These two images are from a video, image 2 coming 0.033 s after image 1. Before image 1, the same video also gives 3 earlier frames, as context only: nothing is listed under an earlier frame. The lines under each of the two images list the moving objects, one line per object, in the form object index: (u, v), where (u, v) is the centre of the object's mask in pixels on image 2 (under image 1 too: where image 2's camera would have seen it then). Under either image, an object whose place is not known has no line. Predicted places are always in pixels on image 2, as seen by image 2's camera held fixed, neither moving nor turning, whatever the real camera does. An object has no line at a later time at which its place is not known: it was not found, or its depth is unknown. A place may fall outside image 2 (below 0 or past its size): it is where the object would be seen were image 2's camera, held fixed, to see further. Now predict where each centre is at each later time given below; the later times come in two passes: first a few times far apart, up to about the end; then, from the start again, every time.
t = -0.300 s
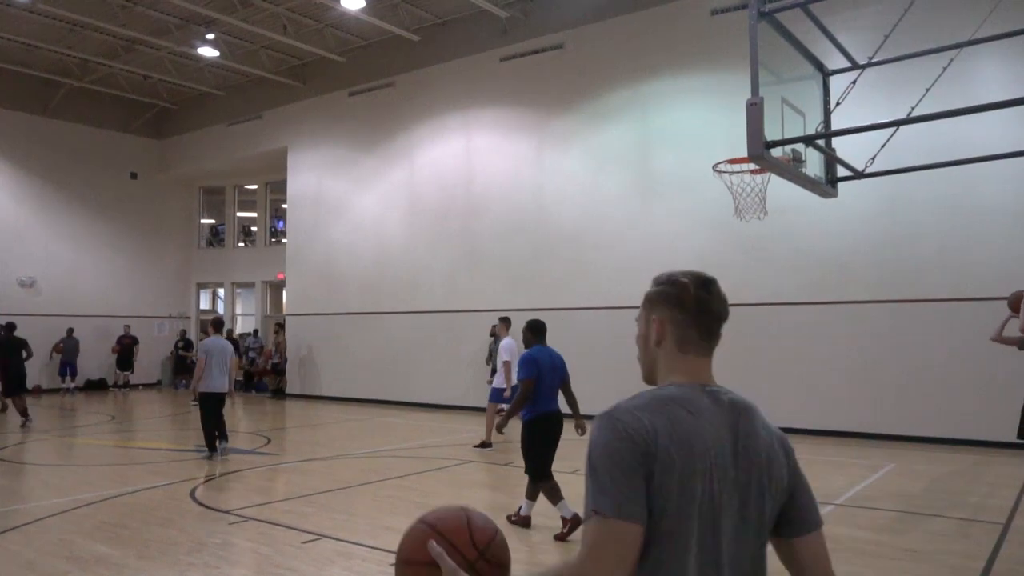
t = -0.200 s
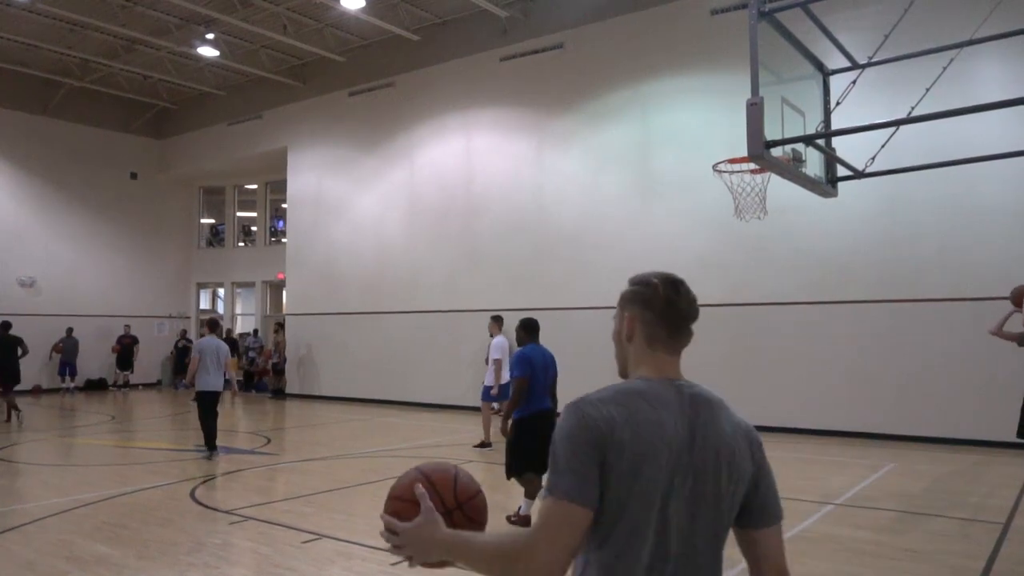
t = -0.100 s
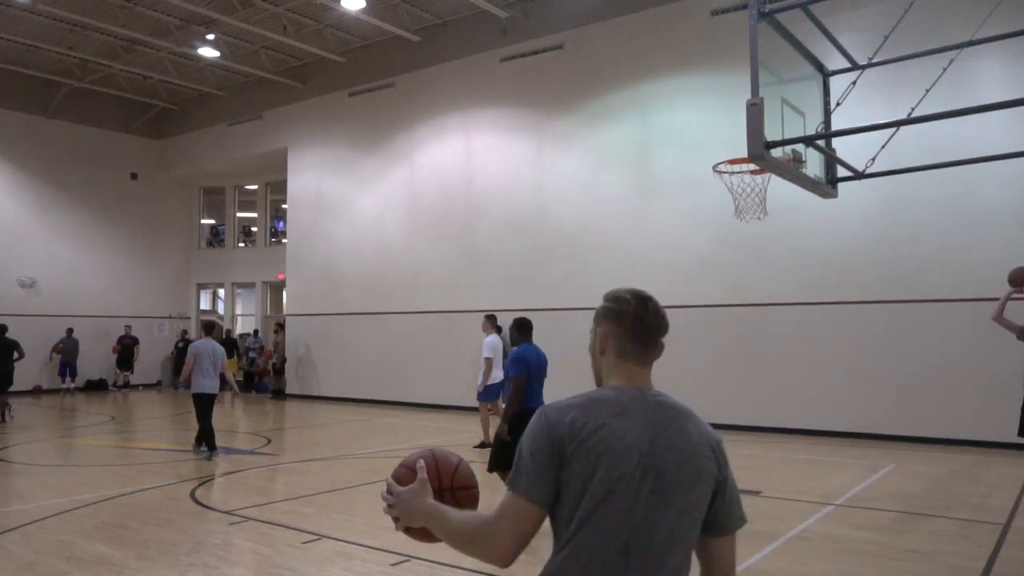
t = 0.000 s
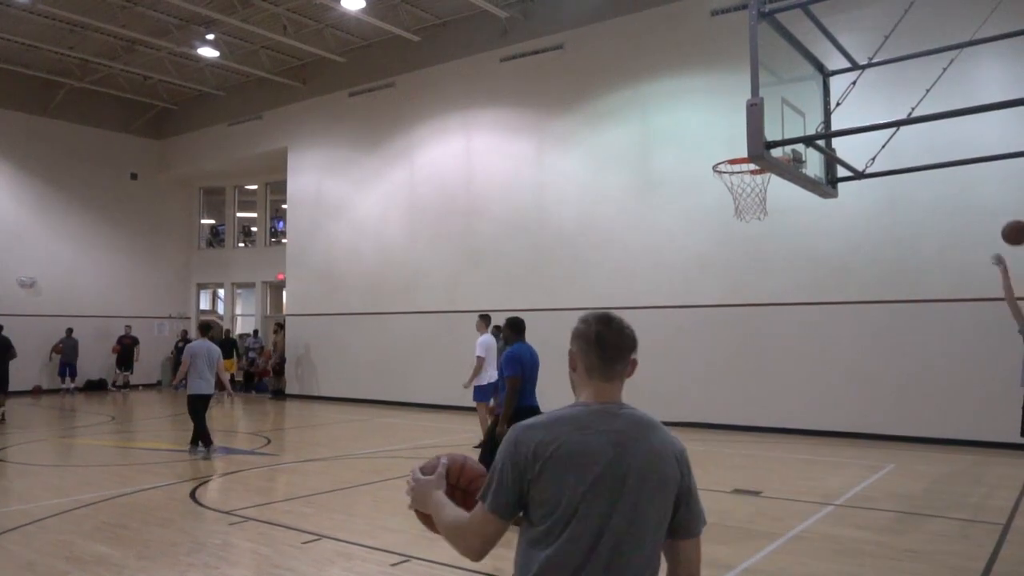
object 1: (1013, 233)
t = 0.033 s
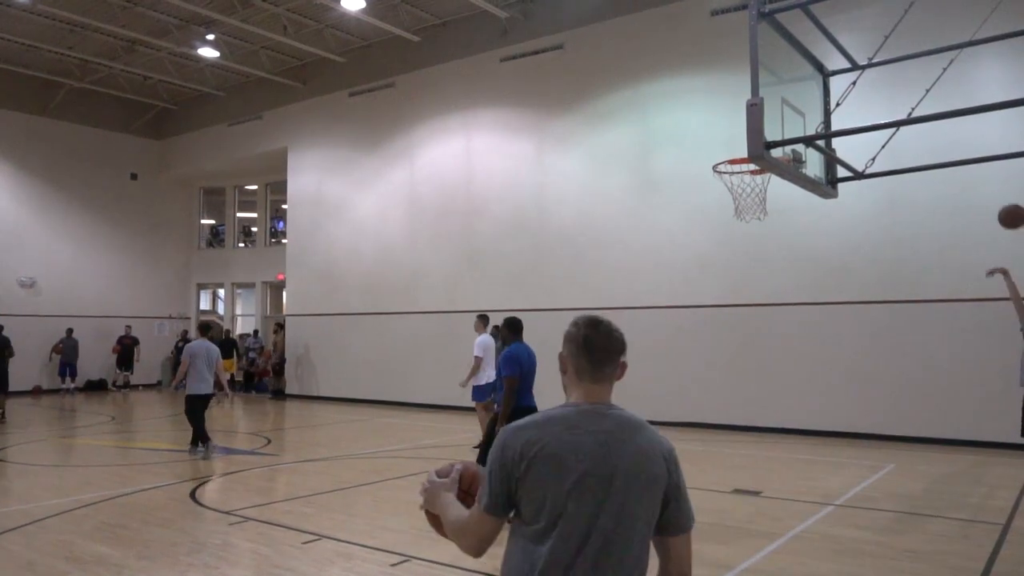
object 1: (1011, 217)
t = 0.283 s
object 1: (988, 129)
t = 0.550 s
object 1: (965, 105)
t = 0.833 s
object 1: (945, 162)
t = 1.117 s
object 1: (927, 299)
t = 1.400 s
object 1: (911, 484)
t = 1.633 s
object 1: (910, 371)
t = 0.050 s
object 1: (1010, 208)
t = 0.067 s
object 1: (1009, 201)
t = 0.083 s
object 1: (1008, 193)
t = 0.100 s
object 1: (1005, 186)
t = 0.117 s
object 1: (1004, 180)
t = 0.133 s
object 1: (1002, 173)
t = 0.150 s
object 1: (1001, 169)
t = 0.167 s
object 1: (999, 162)
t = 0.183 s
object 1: (997, 156)
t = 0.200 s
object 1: (996, 150)
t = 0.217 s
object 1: (994, 145)
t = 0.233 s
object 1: (992, 141)
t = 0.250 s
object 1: (991, 137)
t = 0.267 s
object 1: (989, 132)
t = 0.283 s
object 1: (988, 129)
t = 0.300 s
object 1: (986, 125)
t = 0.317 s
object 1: (985, 123)
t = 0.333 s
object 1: (983, 120)
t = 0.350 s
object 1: (982, 119)
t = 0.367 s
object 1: (981, 115)
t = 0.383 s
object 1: (979, 112)
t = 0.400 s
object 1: (978, 110)
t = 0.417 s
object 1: (976, 109)
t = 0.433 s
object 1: (974, 107)
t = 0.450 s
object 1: (973, 106)
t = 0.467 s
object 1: (972, 105)
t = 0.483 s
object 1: (971, 104)
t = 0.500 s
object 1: (969, 104)
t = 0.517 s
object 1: (968, 104)
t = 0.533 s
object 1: (967, 105)
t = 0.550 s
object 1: (965, 105)
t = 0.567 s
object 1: (964, 107)
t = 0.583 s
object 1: (963, 108)
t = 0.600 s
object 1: (960, 109)
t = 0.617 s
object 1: (961, 115)
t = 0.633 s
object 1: (959, 116)
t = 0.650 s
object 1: (958, 118)
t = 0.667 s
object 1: (957, 123)
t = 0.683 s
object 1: (956, 125)
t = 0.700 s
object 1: (954, 127)
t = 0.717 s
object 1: (953, 130)
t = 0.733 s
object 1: (952, 133)
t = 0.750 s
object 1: (951, 137)
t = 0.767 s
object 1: (950, 142)
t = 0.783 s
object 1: (948, 146)
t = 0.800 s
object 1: (947, 151)
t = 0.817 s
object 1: (947, 155)
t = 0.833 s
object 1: (945, 162)
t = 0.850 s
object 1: (944, 168)
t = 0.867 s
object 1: (944, 176)
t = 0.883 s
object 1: (942, 180)
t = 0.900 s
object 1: (941, 187)
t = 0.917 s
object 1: (940, 194)
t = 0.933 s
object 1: (939, 201)
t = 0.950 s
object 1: (938, 208)
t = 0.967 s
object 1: (936, 216)
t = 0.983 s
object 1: (936, 224)
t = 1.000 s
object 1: (934, 232)
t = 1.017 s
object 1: (933, 241)
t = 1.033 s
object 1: (932, 250)
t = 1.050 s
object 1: (931, 259)
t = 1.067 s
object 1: (930, 268)
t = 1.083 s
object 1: (930, 278)
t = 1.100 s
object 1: (928, 288)
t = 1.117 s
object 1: (927, 299)
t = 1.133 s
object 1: (926, 310)
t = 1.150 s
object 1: (925, 320)
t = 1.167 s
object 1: (924, 331)
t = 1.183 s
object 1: (923, 343)
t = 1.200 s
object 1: (922, 354)
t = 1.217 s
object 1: (921, 366)
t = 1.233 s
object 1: (920, 379)
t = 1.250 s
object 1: (919, 391)
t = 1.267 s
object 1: (918, 404)
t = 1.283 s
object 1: (916, 418)
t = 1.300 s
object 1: (916, 431)
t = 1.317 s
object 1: (914, 445)
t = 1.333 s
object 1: (913, 458)
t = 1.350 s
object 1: (912, 473)
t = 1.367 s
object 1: (911, 487)
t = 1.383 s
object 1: (910, 495)
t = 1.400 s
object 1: (911, 484)
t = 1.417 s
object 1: (910, 474)
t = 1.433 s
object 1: (910, 464)
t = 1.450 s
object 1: (910, 455)
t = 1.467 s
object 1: (910, 446)
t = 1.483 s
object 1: (909, 436)
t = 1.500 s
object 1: (910, 428)
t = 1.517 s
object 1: (910, 420)
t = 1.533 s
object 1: (910, 412)
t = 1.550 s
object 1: (910, 404)
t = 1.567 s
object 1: (910, 397)
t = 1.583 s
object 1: (910, 390)
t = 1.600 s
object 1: (910, 384)
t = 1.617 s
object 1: (910, 377)
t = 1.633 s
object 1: (910, 371)
